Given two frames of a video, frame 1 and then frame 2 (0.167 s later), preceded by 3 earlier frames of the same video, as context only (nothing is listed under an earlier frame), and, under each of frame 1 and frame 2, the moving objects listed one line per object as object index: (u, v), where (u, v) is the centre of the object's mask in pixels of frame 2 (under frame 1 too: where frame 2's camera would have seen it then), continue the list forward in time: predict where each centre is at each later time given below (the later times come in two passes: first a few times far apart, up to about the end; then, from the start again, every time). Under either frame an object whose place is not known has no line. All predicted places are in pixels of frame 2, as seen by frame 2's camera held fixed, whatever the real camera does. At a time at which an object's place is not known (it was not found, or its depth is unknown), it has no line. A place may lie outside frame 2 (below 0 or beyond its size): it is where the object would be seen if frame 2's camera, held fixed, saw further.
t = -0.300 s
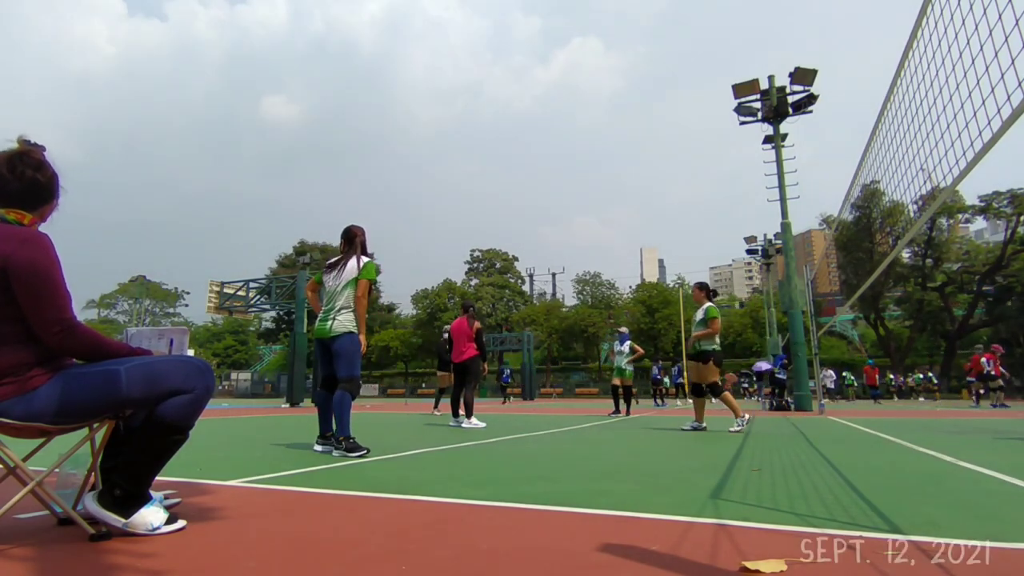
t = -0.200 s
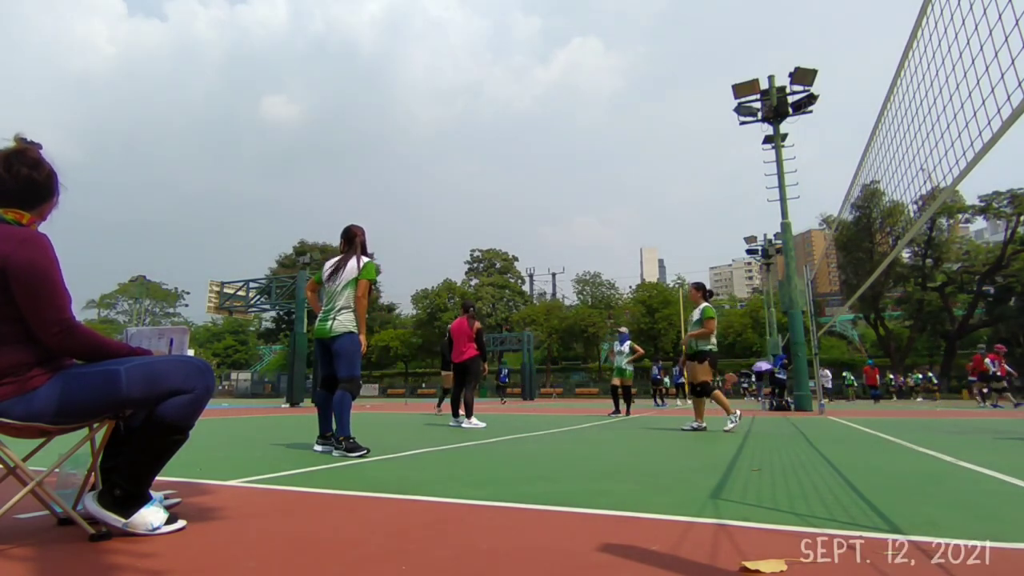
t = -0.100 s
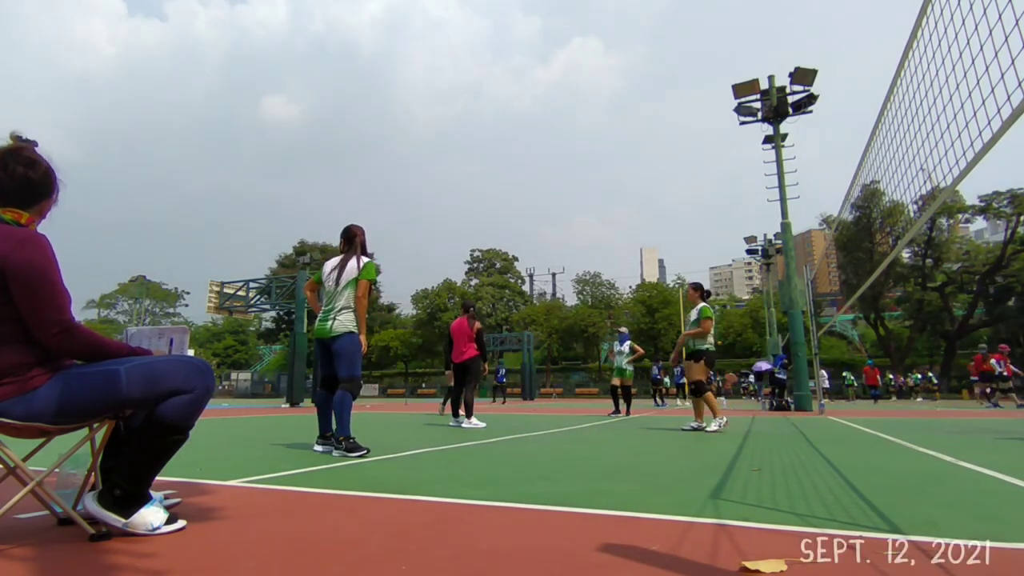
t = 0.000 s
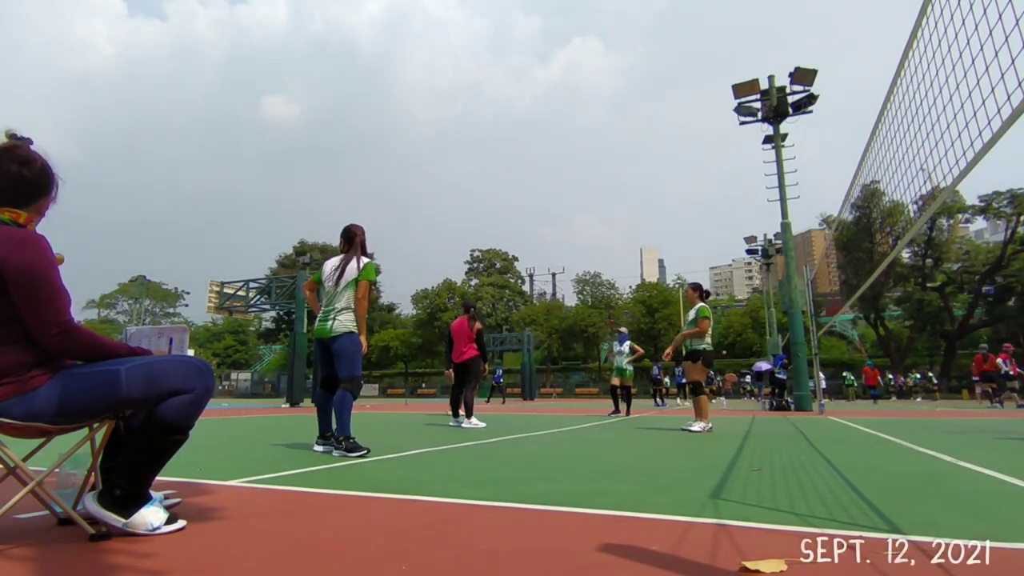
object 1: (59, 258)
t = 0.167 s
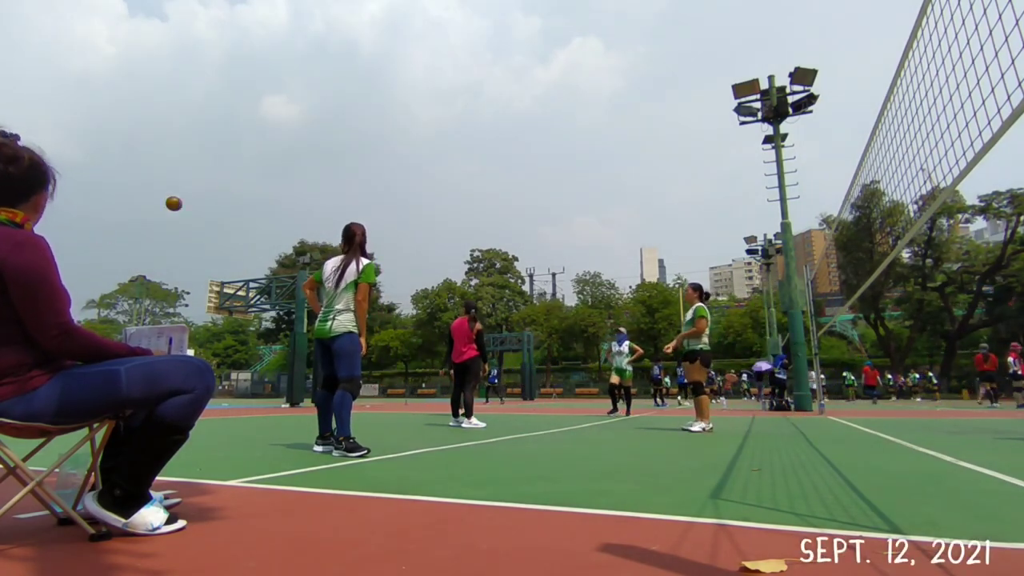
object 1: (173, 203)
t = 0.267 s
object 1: (253, 175)
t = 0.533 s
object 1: (496, 126)
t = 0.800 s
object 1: (826, 133)
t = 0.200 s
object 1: (200, 193)
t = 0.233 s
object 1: (226, 184)
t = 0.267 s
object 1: (253, 175)
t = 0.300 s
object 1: (281, 167)
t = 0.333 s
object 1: (309, 159)
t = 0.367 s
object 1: (338, 152)
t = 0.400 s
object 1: (367, 146)
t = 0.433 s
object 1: (398, 140)
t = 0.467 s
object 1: (429, 135)
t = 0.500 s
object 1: (462, 130)
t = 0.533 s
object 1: (496, 126)
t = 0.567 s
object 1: (531, 123)
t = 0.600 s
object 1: (568, 120)
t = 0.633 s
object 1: (607, 119)
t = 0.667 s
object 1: (647, 119)
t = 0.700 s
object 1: (688, 120)
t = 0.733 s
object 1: (732, 123)
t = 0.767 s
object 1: (778, 127)
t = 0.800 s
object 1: (826, 133)
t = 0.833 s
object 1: (877, 140)
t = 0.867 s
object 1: (930, 149)
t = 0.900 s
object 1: (989, 161)
